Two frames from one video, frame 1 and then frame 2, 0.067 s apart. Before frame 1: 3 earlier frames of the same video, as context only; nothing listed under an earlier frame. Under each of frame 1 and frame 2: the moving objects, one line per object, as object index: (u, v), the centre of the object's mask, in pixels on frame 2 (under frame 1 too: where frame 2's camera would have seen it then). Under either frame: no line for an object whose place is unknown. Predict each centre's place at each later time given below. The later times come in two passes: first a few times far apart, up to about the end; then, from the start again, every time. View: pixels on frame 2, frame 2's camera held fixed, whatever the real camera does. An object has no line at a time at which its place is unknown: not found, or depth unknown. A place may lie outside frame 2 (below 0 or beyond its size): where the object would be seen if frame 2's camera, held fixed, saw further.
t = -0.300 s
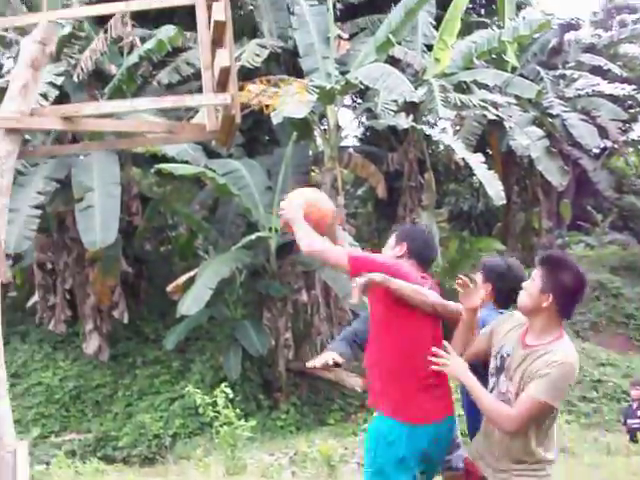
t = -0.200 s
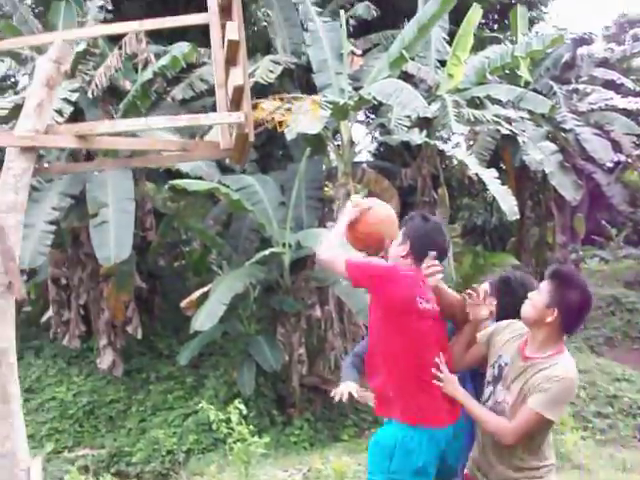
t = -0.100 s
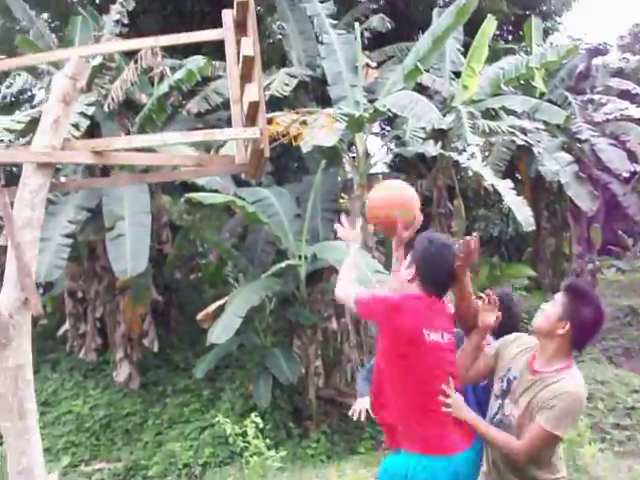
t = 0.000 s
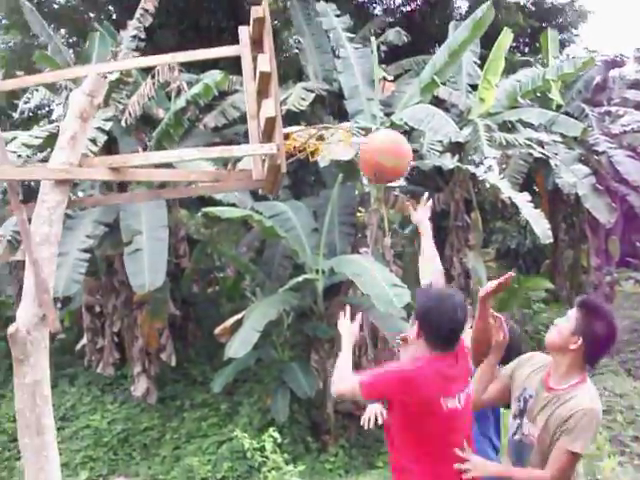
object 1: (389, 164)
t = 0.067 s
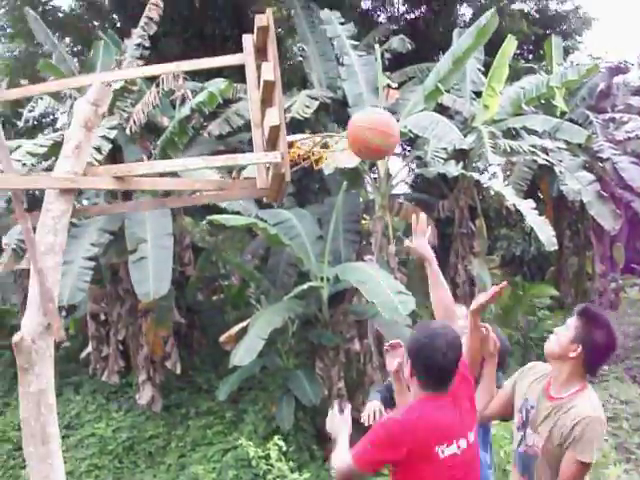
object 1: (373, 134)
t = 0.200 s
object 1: (342, 104)
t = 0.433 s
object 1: (304, 108)
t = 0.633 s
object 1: (322, 135)
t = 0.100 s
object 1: (365, 122)
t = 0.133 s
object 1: (356, 114)
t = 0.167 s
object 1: (349, 107)
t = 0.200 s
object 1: (342, 104)
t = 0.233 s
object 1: (335, 102)
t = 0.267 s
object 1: (328, 102)
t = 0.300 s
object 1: (323, 106)
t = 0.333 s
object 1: (316, 110)
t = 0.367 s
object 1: (312, 109)
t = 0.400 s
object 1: (307, 108)
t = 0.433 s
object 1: (304, 108)
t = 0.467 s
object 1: (306, 108)
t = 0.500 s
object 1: (309, 110)
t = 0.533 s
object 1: (313, 114)
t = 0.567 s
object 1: (317, 120)
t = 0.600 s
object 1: (319, 127)
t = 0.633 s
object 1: (322, 135)
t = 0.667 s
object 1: (325, 145)
